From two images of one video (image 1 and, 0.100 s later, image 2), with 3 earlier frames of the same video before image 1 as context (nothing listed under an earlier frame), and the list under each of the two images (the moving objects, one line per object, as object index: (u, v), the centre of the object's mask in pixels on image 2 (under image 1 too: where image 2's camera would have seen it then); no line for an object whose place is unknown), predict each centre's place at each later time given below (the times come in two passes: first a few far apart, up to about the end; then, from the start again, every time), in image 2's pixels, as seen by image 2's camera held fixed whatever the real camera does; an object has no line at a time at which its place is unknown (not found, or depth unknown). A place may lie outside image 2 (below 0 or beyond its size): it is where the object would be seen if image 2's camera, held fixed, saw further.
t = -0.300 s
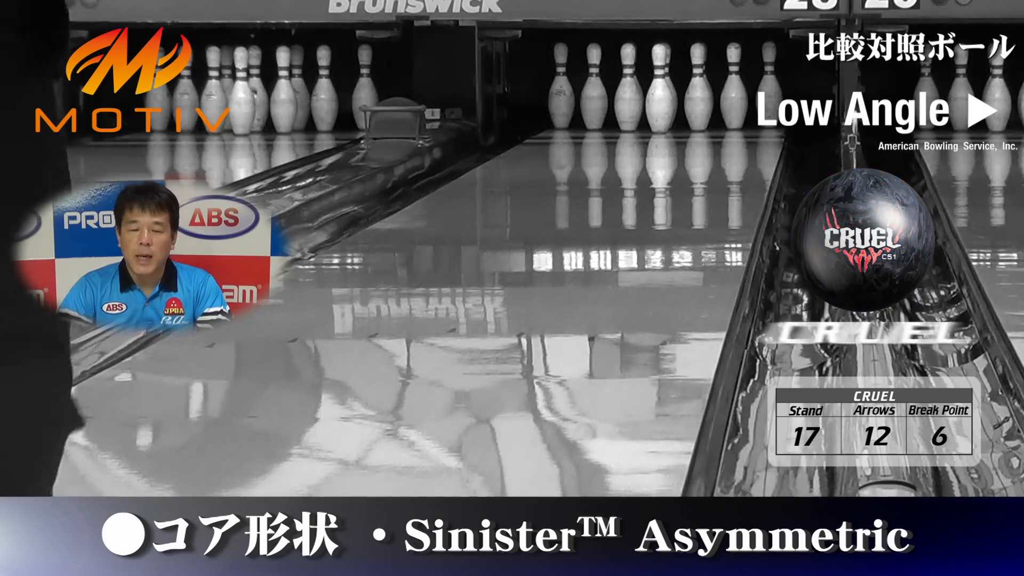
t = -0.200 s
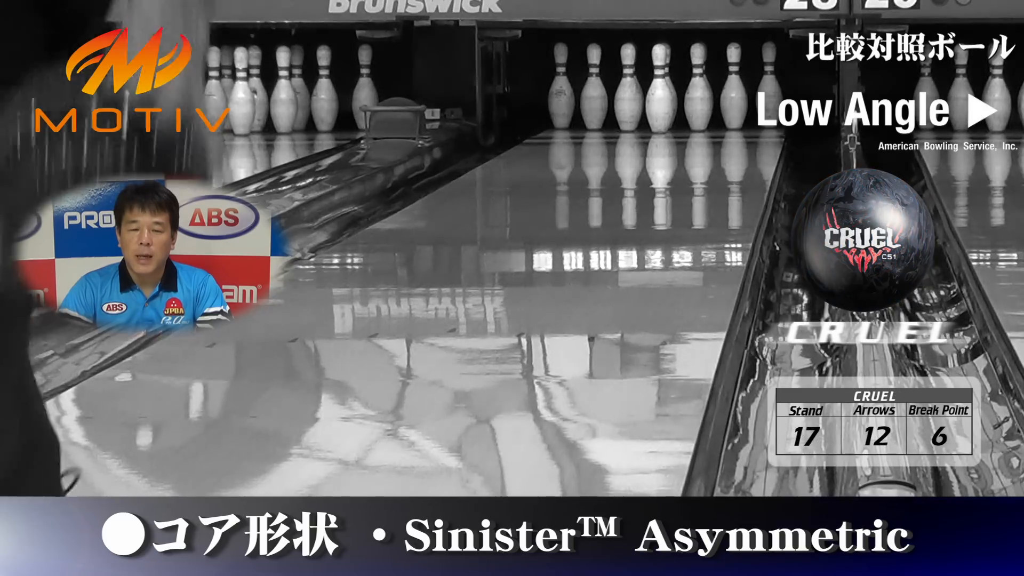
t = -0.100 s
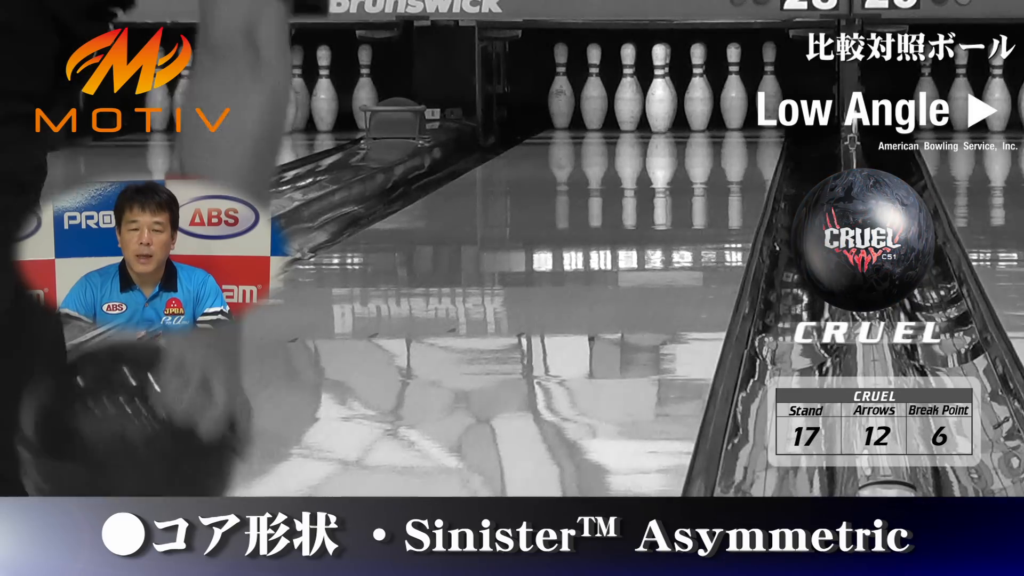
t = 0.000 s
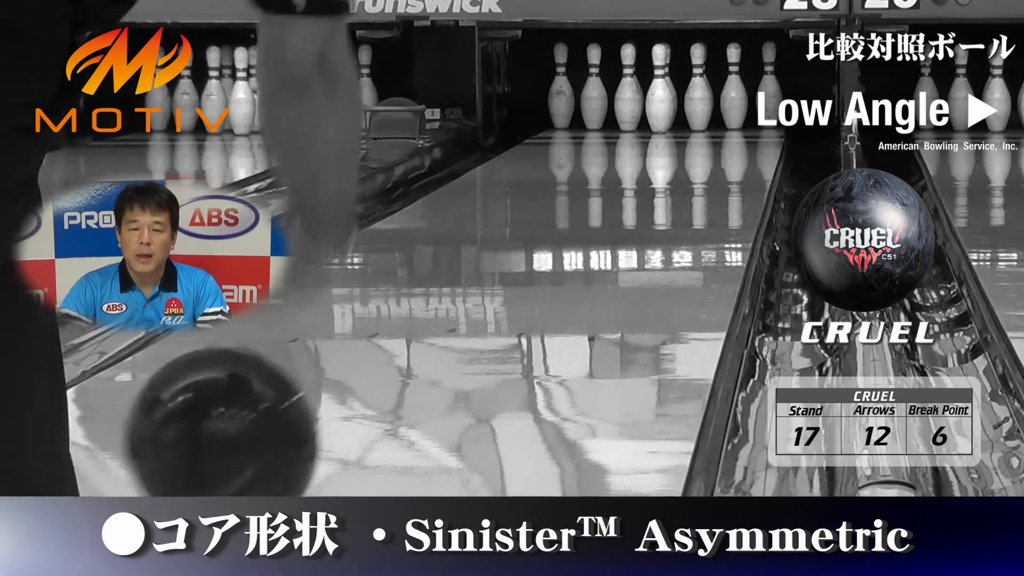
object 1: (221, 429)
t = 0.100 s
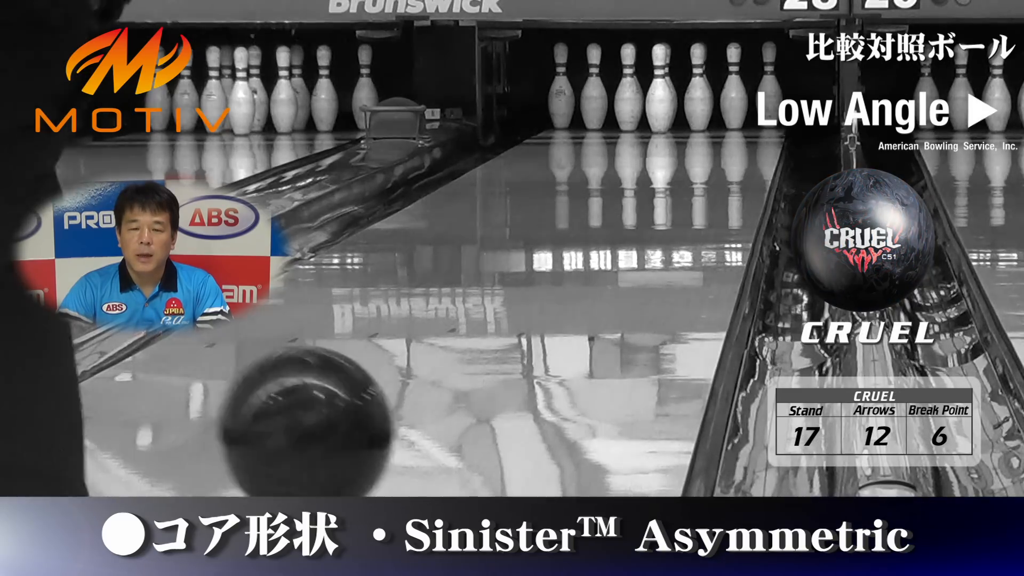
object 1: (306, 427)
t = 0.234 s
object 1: (393, 387)
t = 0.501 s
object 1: (514, 317)
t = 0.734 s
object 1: (586, 273)
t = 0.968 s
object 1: (637, 241)
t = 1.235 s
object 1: (682, 209)
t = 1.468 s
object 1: (707, 186)
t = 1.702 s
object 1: (722, 169)
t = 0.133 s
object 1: (331, 422)
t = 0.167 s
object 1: (353, 412)
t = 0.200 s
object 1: (373, 399)
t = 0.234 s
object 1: (393, 387)
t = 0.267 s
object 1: (411, 375)
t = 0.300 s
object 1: (429, 365)
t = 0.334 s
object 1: (445, 354)
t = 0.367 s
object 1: (460, 345)
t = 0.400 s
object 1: (474, 336)
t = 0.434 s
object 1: (488, 327)
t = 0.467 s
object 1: (501, 321)
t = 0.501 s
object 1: (514, 317)
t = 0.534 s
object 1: (526, 310)
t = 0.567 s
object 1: (538, 303)
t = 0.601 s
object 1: (548, 296)
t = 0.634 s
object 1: (558, 289)
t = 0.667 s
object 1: (568, 284)
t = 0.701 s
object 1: (577, 278)
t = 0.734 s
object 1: (586, 273)
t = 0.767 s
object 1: (594, 267)
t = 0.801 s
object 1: (602, 263)
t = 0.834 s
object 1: (610, 258)
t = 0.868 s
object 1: (617, 252)
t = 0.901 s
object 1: (624, 249)
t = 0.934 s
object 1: (631, 245)
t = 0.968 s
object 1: (637, 241)
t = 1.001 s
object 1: (645, 236)
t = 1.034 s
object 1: (651, 232)
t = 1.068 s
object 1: (656, 228)
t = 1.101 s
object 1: (662, 223)
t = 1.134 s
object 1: (666, 220)
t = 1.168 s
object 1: (670, 216)
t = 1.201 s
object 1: (676, 212)
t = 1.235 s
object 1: (682, 209)
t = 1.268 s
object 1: (684, 203)
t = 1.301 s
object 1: (689, 198)
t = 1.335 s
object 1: (693, 195)
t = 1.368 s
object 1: (695, 192)
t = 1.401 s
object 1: (700, 190)
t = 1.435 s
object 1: (704, 188)
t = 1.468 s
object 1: (707, 186)
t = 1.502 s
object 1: (710, 183)
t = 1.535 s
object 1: (713, 180)
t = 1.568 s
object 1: (715, 178)
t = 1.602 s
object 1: (716, 176)
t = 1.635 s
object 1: (719, 174)
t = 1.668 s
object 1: (721, 171)
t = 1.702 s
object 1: (722, 169)
